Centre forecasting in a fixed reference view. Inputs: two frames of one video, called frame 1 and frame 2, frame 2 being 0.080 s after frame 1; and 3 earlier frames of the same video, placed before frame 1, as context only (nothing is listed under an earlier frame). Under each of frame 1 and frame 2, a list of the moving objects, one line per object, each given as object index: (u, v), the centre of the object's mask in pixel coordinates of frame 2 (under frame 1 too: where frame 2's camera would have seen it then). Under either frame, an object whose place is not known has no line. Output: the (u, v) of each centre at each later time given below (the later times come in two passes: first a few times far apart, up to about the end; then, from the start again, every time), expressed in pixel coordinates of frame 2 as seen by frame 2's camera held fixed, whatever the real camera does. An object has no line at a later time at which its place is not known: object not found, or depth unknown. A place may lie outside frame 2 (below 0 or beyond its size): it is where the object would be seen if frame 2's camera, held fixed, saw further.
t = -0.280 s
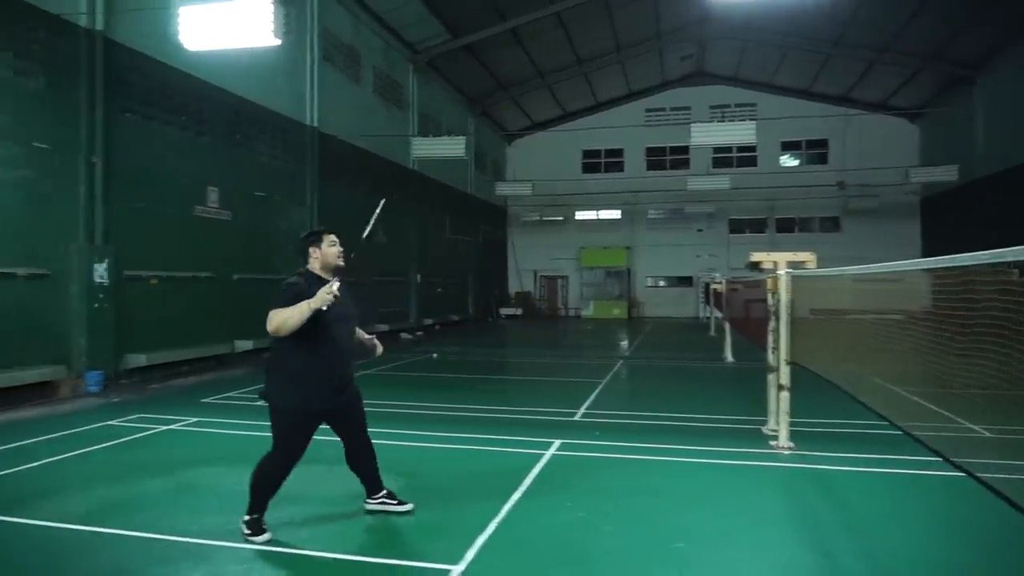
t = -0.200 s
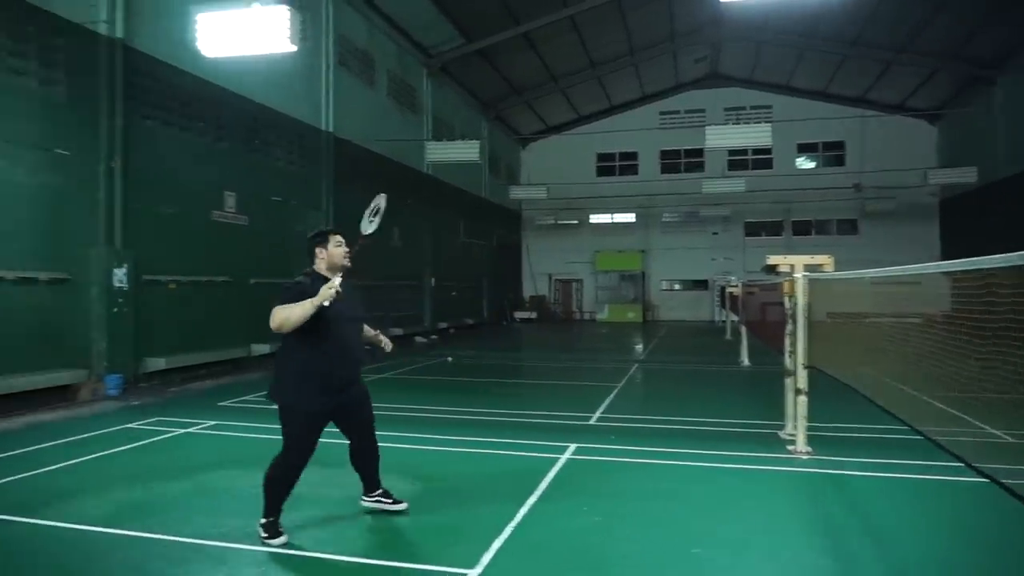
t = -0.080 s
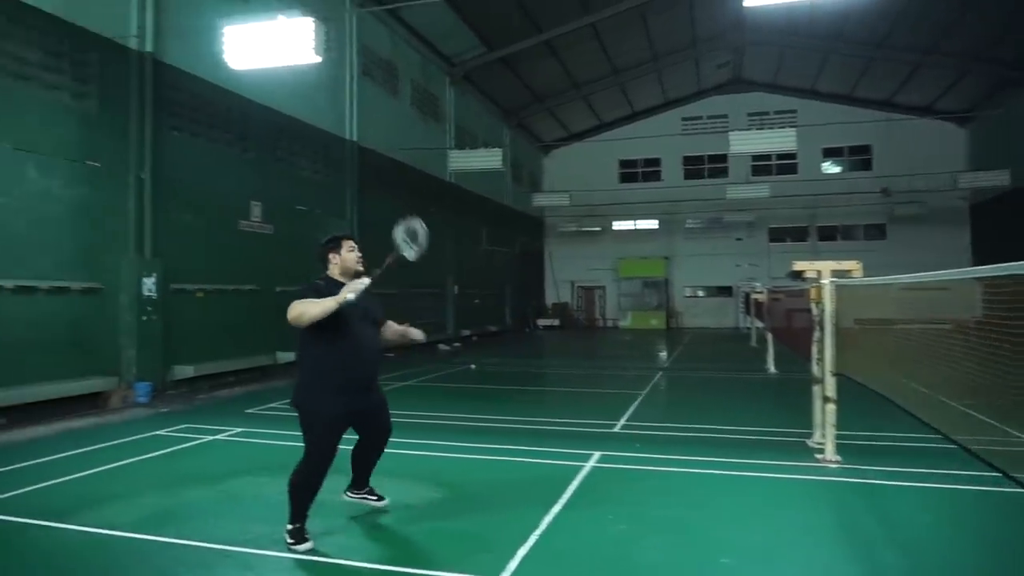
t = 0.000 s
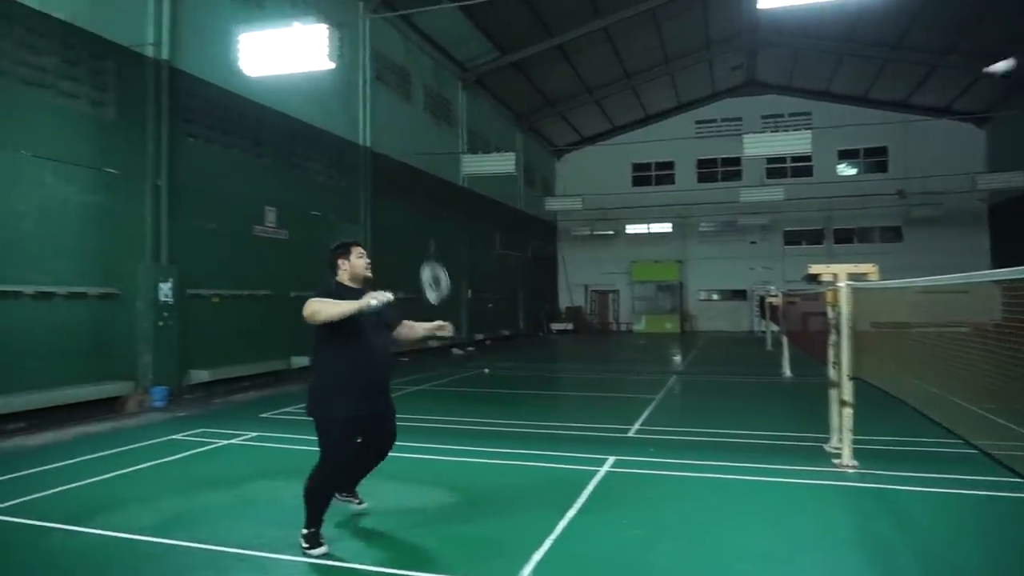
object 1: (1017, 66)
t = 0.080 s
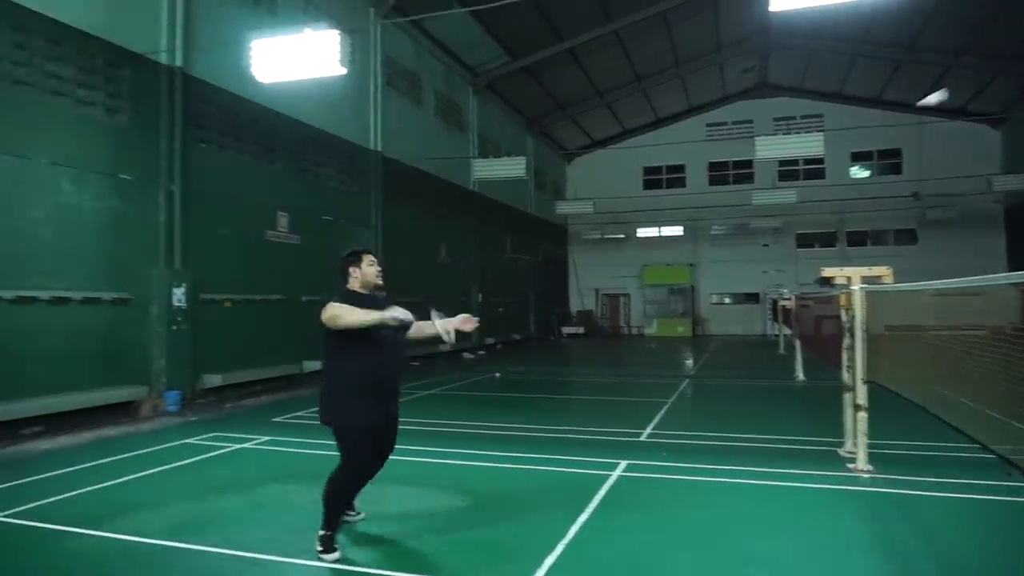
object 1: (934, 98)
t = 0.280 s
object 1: (770, 202)
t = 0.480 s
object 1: (657, 336)
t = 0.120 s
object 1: (897, 116)
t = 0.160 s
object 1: (862, 135)
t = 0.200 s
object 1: (830, 156)
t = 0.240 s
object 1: (799, 178)
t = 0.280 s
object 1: (770, 202)
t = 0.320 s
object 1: (745, 227)
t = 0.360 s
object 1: (721, 252)
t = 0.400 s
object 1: (698, 279)
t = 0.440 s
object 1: (677, 307)
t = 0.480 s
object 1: (657, 336)
